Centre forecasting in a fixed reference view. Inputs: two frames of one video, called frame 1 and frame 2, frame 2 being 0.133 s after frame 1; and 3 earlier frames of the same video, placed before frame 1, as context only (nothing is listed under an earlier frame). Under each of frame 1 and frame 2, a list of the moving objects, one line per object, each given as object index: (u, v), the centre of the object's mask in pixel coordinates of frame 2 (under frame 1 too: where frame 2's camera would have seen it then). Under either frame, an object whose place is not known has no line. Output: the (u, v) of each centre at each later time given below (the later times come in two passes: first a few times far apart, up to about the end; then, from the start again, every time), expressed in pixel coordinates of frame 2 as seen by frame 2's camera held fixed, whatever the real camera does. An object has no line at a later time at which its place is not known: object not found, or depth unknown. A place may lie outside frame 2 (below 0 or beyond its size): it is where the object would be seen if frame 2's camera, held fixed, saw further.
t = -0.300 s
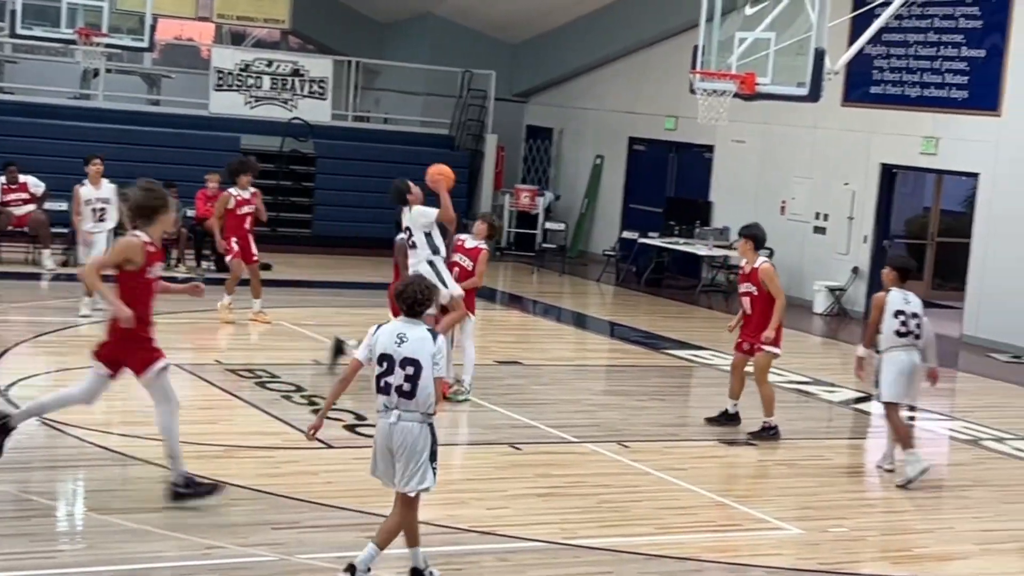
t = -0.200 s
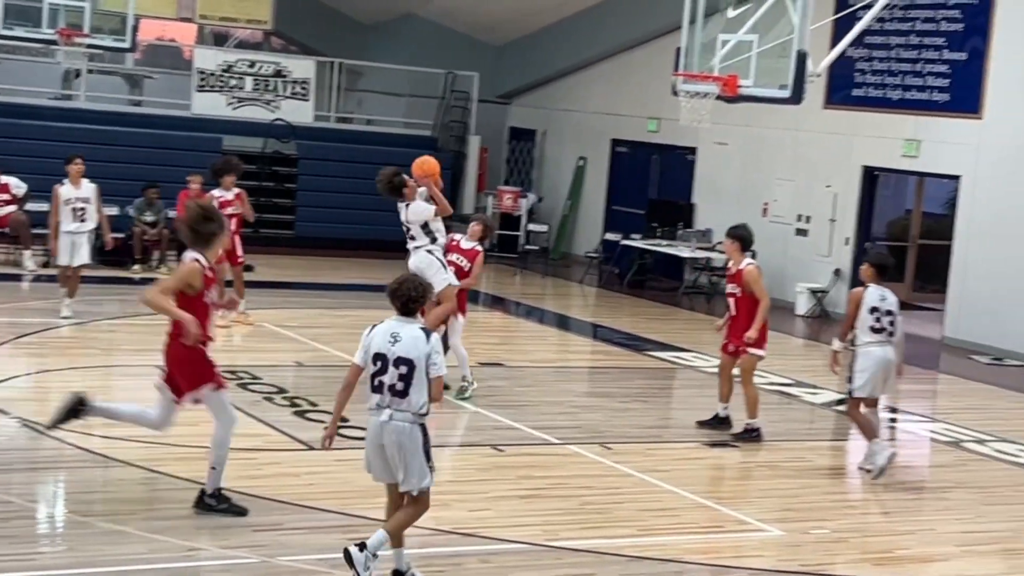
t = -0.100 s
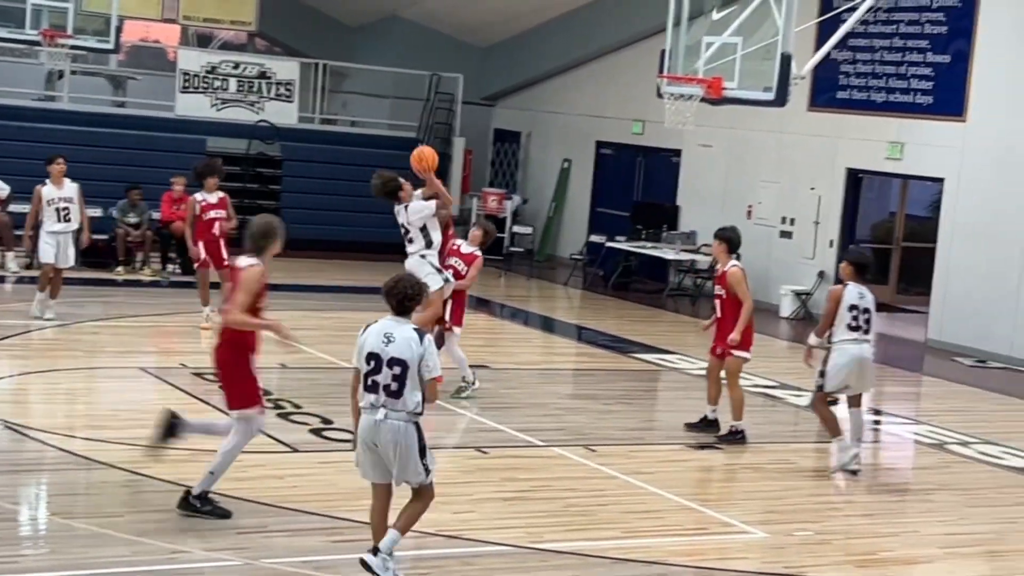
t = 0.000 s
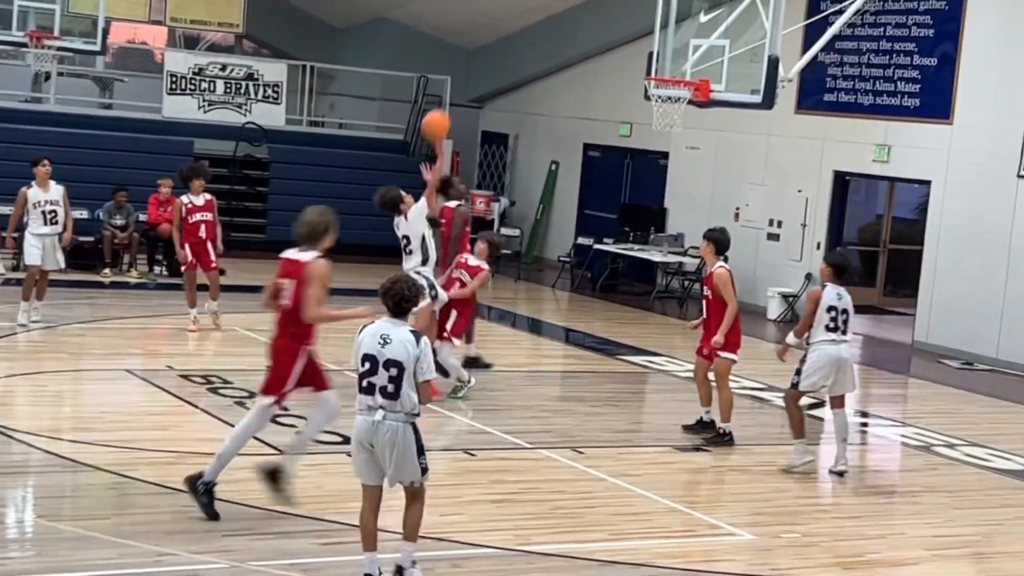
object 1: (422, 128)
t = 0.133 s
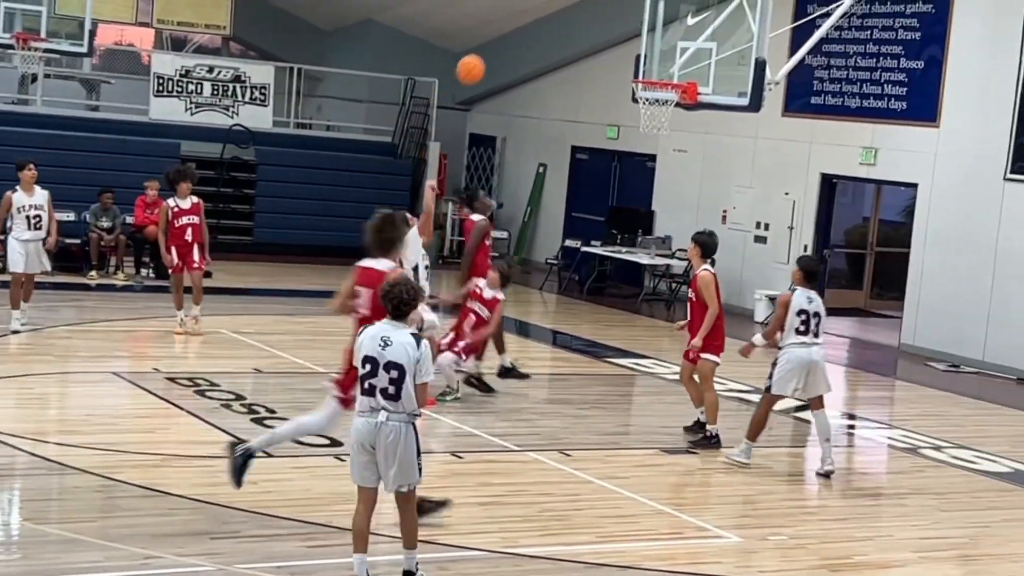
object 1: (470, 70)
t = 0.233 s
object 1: (504, 40)
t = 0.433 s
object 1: (566, 14)
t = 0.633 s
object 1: (621, 32)
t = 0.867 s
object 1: (666, 99)
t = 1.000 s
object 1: (653, 134)
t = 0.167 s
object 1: (482, 59)
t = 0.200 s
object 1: (493, 49)
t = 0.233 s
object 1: (504, 40)
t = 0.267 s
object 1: (514, 32)
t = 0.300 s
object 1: (525, 26)
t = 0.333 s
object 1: (535, 22)
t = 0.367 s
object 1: (546, 18)
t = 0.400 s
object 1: (556, 15)
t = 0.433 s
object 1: (566, 14)
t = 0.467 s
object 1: (575, 14)
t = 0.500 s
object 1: (585, 15)
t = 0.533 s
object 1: (594, 18)
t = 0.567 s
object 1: (603, 22)
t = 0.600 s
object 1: (612, 27)
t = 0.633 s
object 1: (621, 32)
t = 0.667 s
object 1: (629, 39)
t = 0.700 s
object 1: (638, 47)
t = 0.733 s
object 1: (647, 57)
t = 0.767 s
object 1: (656, 67)
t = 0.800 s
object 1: (664, 74)
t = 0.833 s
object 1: (665, 91)
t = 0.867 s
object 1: (666, 99)
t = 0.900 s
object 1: (664, 109)
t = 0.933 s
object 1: (660, 117)
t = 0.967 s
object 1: (658, 124)
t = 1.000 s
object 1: (653, 134)
